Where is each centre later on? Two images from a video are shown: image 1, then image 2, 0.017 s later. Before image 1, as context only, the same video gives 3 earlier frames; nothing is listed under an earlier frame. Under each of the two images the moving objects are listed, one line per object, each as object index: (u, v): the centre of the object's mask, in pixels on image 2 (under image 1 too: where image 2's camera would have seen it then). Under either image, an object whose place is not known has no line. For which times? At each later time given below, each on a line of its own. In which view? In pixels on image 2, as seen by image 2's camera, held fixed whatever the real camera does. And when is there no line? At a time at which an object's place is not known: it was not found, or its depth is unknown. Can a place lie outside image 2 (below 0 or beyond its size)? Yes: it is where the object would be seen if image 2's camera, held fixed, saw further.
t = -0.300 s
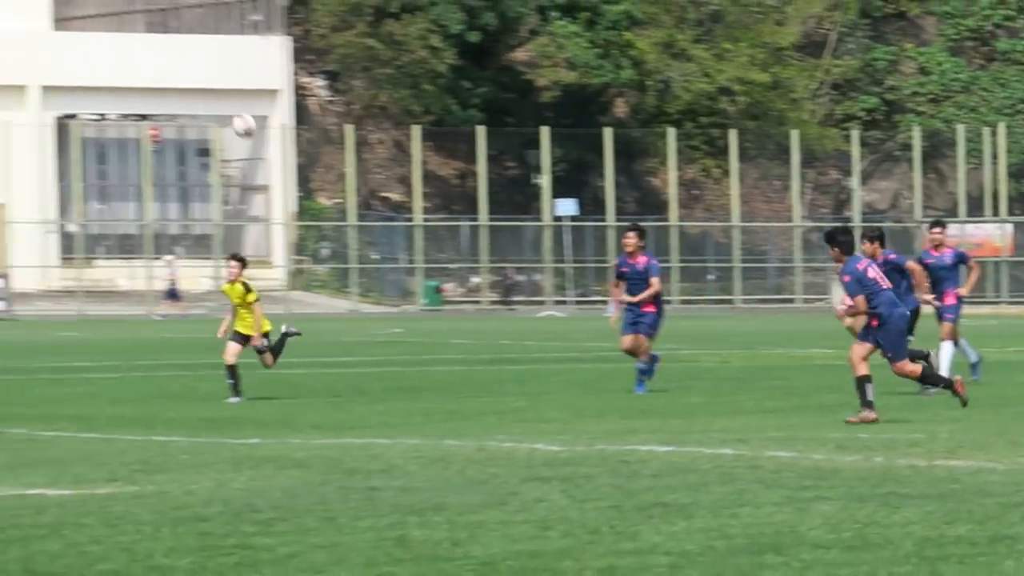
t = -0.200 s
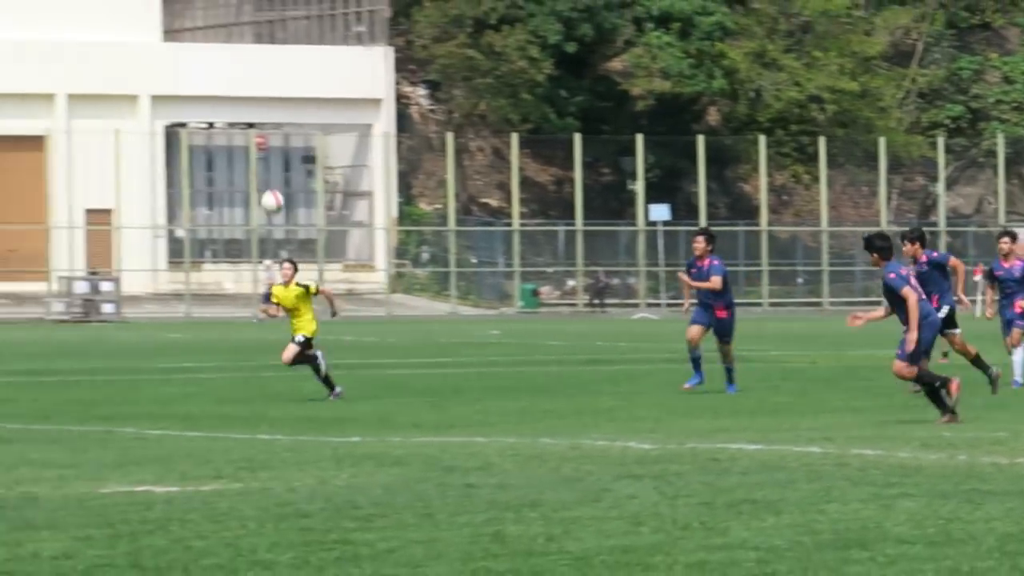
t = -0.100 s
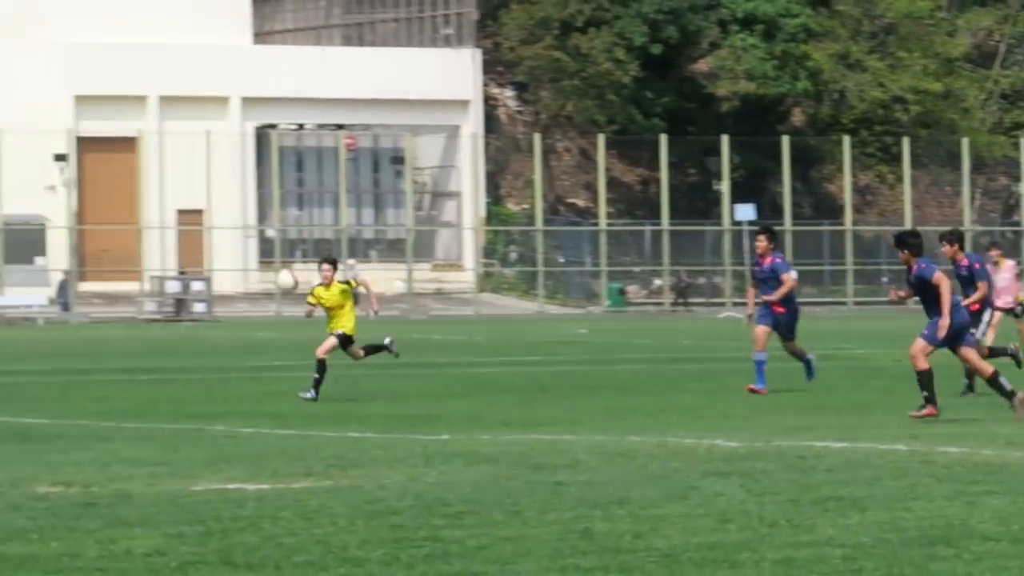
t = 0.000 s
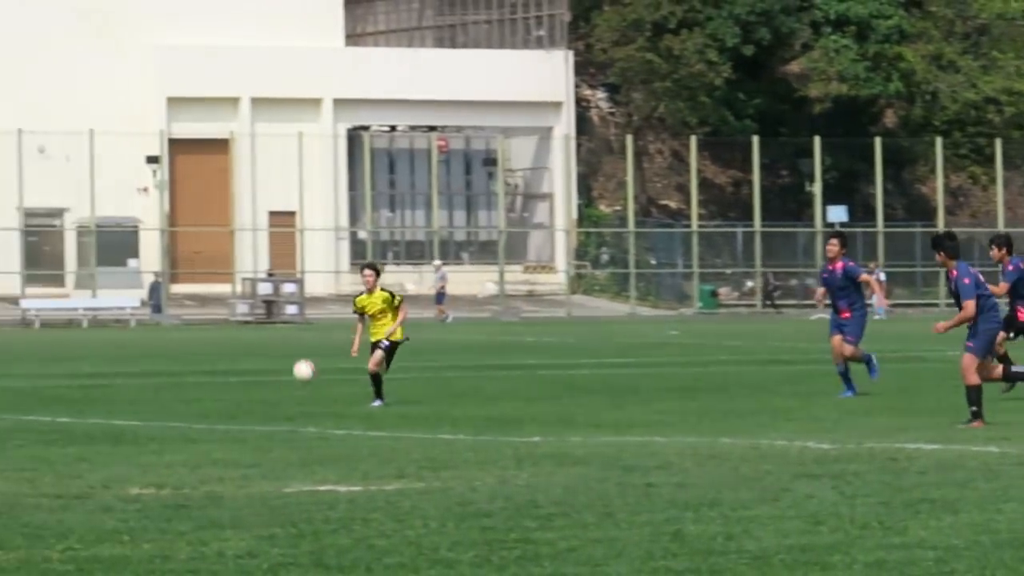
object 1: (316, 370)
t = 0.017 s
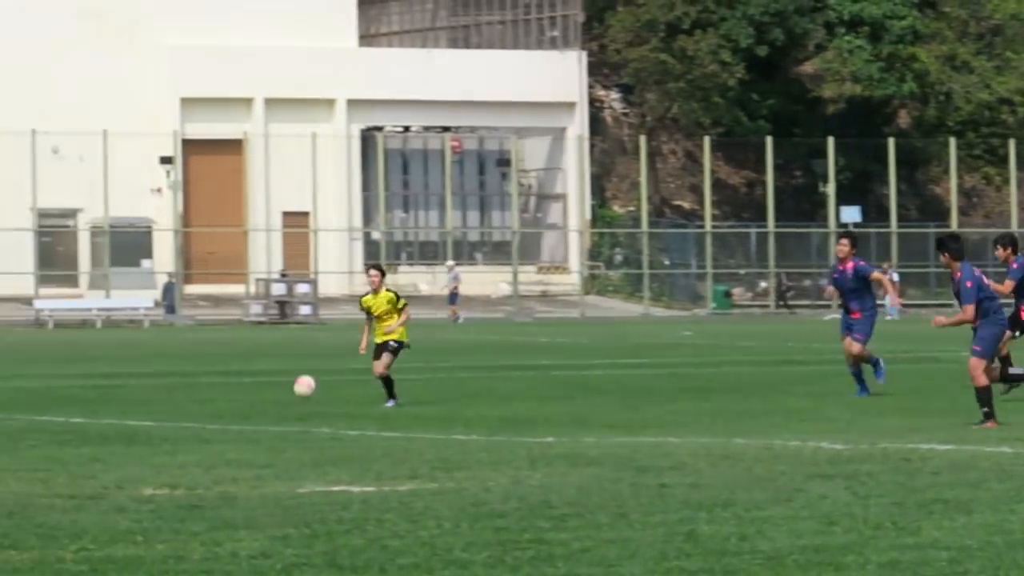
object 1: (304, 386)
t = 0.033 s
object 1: (294, 402)
